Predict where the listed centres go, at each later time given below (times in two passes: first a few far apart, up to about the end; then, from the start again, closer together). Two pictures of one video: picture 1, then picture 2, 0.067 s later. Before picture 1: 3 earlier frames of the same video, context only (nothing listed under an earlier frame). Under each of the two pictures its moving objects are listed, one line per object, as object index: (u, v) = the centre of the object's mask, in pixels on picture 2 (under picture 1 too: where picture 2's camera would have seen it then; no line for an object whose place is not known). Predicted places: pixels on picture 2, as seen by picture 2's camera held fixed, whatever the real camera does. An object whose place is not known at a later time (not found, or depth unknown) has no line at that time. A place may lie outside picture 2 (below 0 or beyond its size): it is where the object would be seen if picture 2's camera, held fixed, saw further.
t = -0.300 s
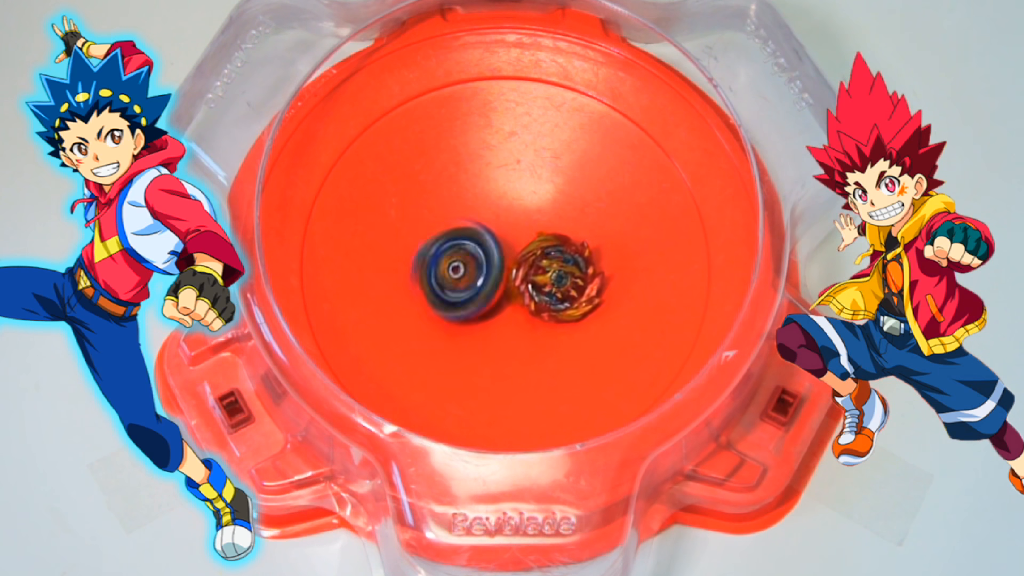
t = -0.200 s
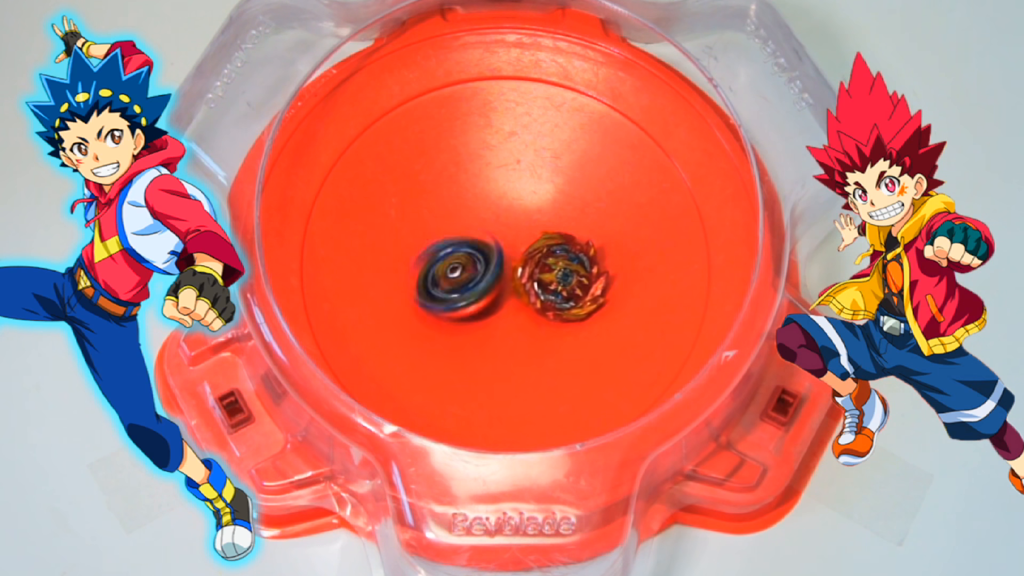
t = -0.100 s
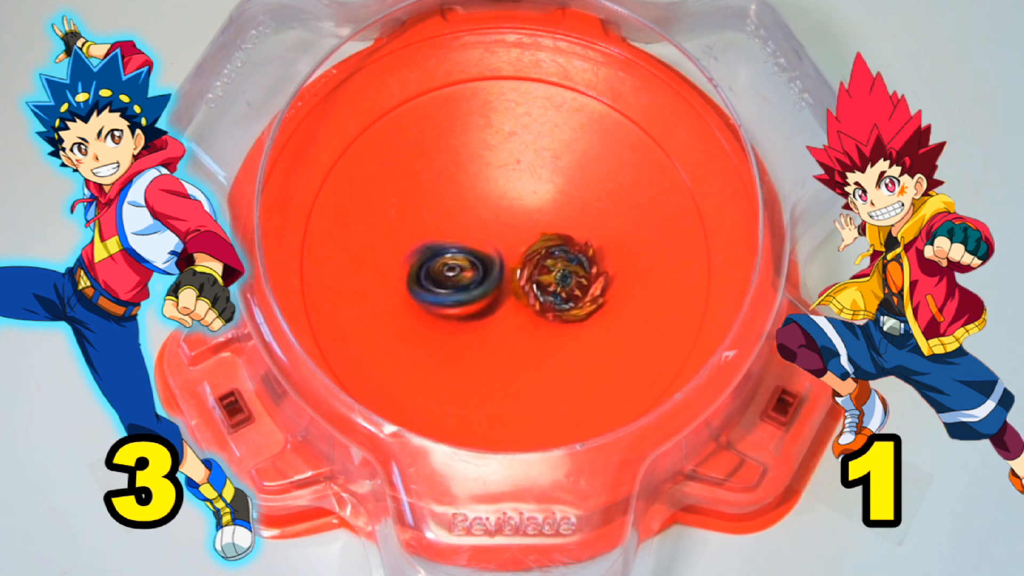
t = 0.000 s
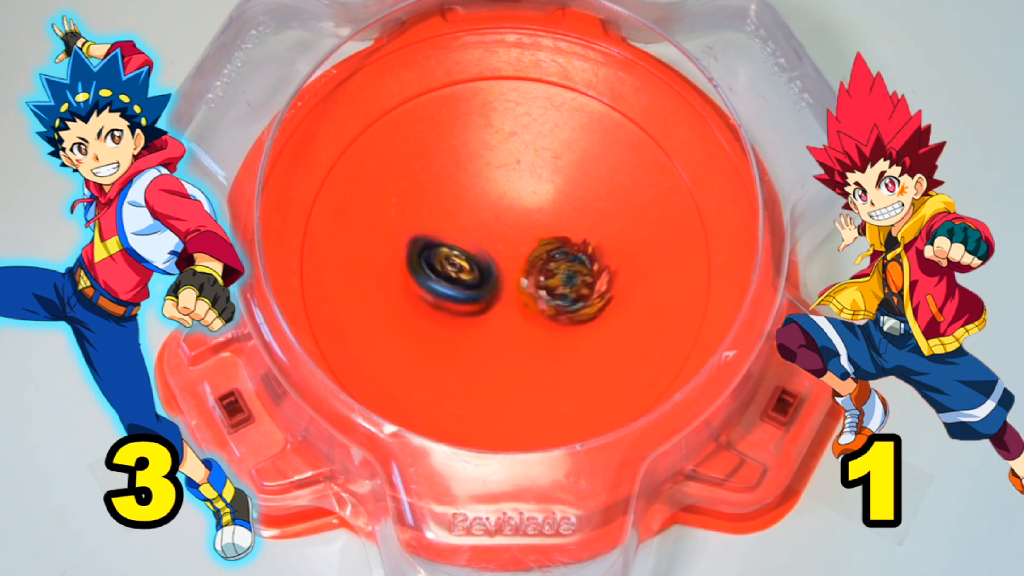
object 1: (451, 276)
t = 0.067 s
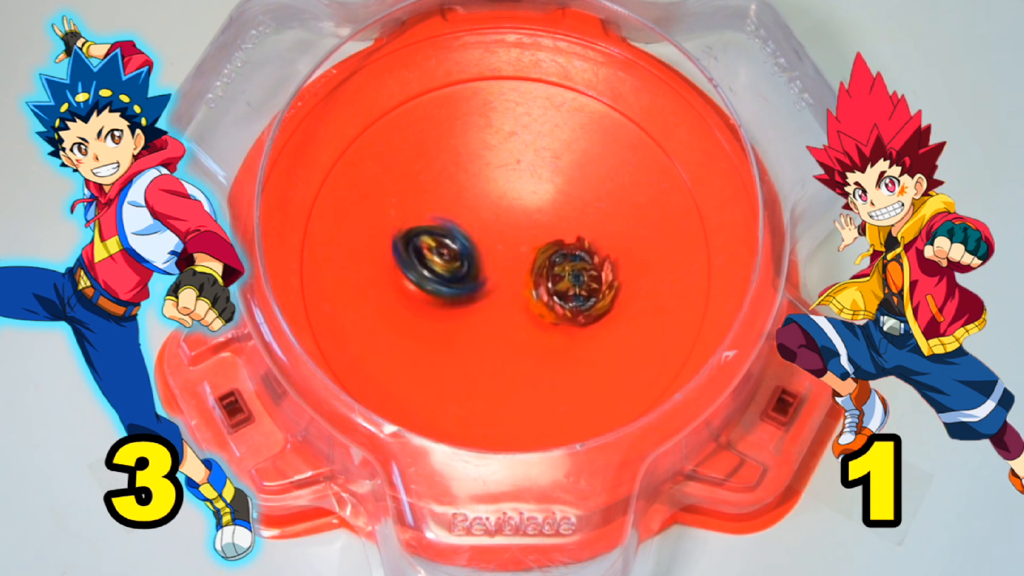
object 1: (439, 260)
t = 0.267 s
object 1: (438, 230)
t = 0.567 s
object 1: (482, 210)
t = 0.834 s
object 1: (497, 195)
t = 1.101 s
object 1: (463, 218)
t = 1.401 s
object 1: (491, 213)
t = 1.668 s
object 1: (495, 208)
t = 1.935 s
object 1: (466, 221)
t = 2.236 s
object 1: (494, 211)
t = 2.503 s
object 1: (481, 221)
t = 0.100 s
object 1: (433, 258)
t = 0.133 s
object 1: (433, 252)
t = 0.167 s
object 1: (434, 245)
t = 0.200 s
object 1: (432, 239)
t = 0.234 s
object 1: (433, 237)
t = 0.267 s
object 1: (438, 230)
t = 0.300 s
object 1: (439, 228)
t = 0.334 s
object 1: (444, 225)
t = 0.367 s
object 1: (447, 224)
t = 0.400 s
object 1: (451, 220)
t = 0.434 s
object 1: (457, 218)
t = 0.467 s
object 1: (463, 216)
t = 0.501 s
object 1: (469, 214)
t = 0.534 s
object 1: (475, 213)
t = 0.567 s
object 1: (482, 210)
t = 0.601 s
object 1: (488, 206)
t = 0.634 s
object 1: (493, 203)
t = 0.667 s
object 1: (496, 199)
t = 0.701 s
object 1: (497, 195)
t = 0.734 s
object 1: (497, 194)
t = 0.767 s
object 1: (498, 193)
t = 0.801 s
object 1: (498, 193)
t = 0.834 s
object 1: (497, 195)
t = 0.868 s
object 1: (496, 198)
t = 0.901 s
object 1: (495, 203)
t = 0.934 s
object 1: (492, 208)
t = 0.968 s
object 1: (487, 213)
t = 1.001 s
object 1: (481, 217)
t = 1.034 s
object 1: (474, 219)
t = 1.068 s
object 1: (467, 220)
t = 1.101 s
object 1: (463, 218)
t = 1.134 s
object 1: (461, 217)
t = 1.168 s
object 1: (461, 217)
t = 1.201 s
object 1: (462, 218)
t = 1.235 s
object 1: (464, 219)
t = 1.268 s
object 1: (469, 220)
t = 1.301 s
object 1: (475, 220)
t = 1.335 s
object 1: (481, 218)
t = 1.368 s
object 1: (486, 216)
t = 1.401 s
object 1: (491, 213)
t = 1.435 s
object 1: (494, 210)
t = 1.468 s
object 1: (496, 207)
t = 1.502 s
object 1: (496, 205)
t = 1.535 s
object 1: (497, 204)
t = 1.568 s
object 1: (497, 204)
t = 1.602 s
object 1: (497, 204)
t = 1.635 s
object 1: (496, 206)
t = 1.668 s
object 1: (495, 208)
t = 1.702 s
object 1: (493, 211)
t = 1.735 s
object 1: (490, 214)
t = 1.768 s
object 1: (486, 217)
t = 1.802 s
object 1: (482, 219)
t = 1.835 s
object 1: (477, 221)
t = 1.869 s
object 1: (472, 222)
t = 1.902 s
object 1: (468, 222)
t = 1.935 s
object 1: (466, 221)
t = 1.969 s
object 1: (467, 222)
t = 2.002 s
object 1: (471, 222)
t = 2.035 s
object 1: (475, 222)
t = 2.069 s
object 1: (480, 221)
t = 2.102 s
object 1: (483, 219)
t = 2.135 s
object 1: (486, 218)
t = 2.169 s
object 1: (490, 216)
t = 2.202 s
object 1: (493, 213)
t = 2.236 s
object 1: (494, 211)
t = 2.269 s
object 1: (495, 210)
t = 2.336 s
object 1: (493, 212)
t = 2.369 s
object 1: (491, 215)
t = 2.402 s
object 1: (488, 217)
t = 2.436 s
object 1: (486, 218)
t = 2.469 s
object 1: (483, 219)
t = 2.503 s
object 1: (481, 221)
